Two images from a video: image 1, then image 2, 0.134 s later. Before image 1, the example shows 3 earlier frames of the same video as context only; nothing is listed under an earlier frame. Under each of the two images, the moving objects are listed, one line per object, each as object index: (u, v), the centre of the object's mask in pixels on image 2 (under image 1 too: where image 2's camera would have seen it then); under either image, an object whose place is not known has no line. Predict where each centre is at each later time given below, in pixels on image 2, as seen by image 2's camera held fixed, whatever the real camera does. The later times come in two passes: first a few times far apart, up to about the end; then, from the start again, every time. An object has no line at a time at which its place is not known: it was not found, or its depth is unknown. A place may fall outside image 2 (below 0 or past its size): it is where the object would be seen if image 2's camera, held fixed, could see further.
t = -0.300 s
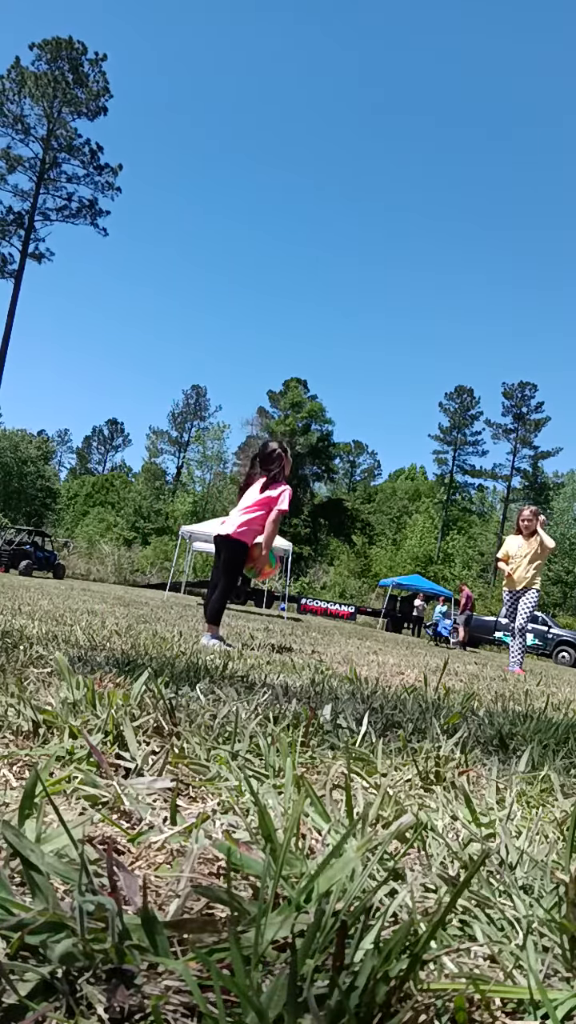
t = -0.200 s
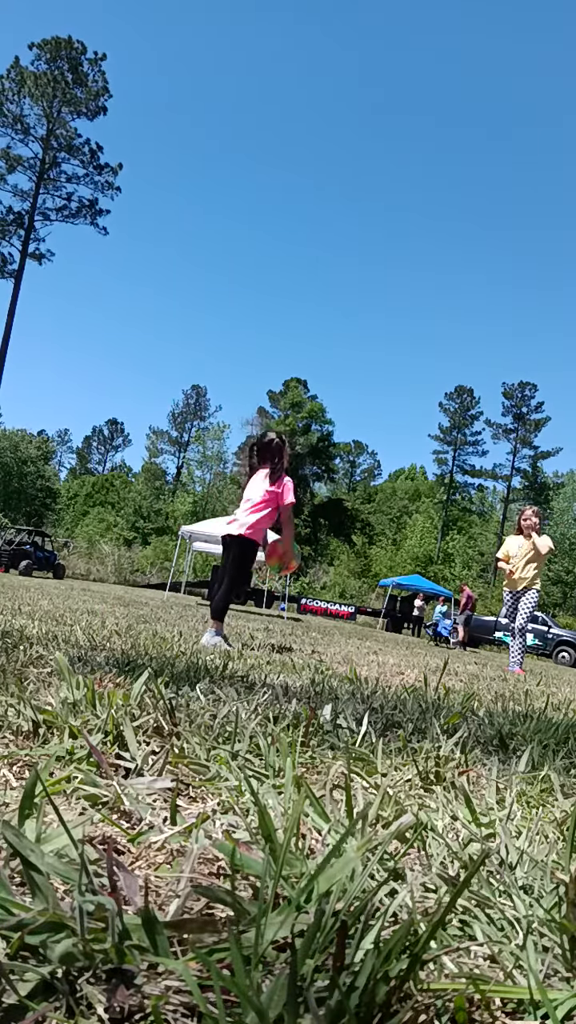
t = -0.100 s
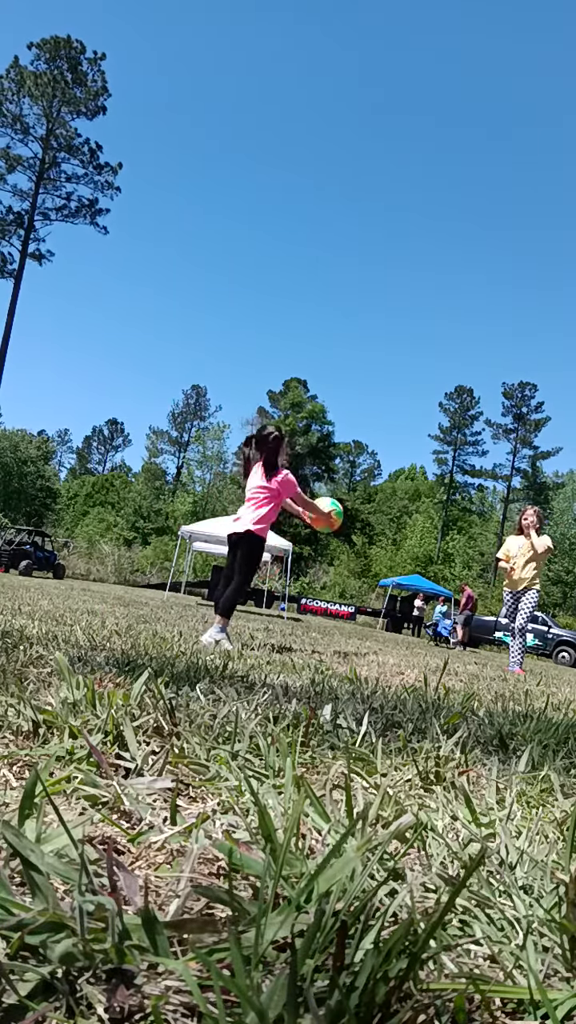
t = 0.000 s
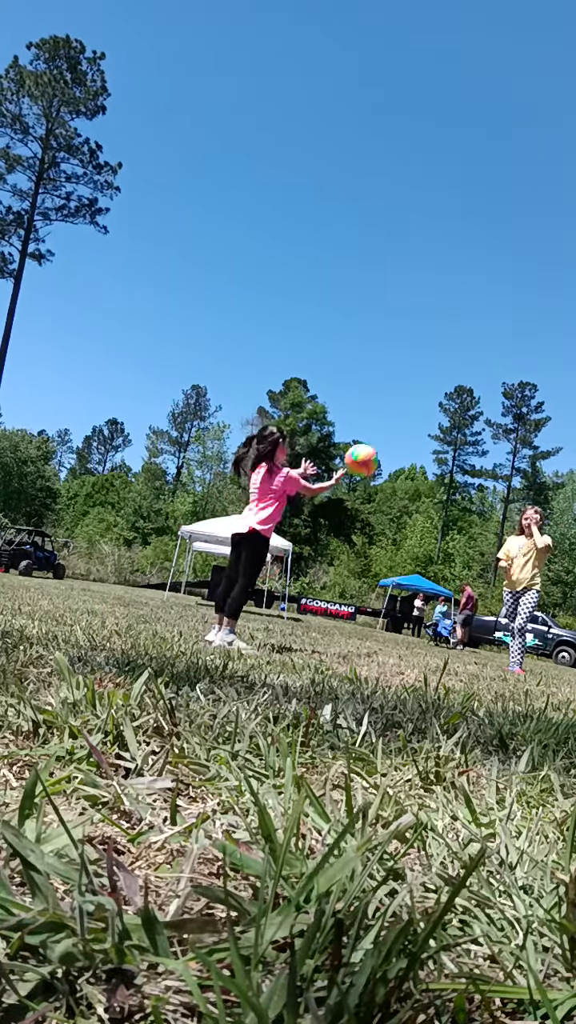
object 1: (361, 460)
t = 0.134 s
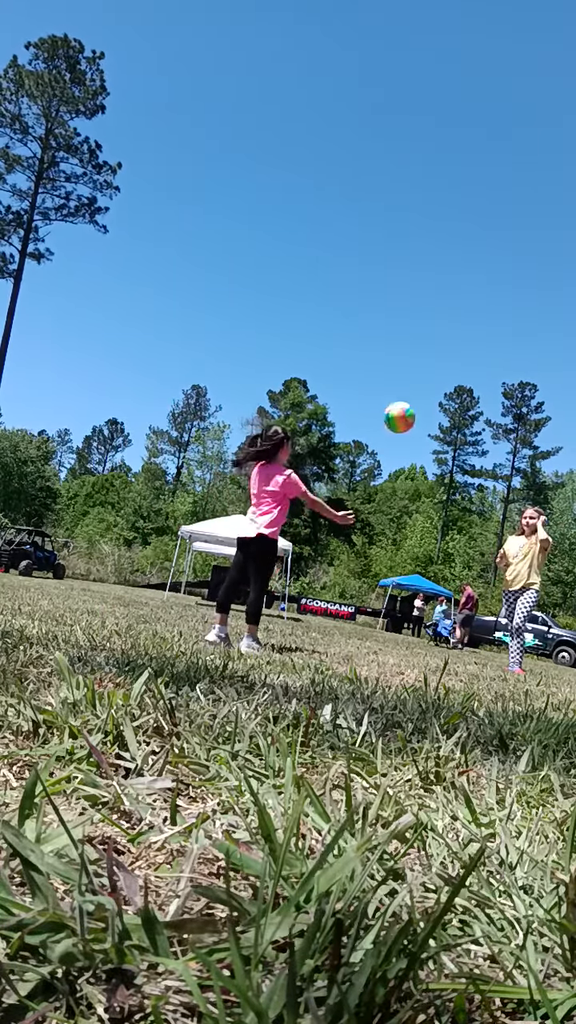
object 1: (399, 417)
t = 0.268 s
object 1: (430, 402)
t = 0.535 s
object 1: (473, 439)
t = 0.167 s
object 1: (408, 411)
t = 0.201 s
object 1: (415, 406)
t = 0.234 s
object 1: (423, 403)
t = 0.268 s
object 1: (430, 402)
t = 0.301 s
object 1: (437, 402)
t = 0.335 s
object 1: (443, 403)
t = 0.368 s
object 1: (450, 406)
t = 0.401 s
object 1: (455, 410)
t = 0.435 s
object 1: (460, 416)
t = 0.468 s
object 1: (465, 422)
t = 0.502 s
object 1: (469, 431)
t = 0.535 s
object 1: (473, 439)
